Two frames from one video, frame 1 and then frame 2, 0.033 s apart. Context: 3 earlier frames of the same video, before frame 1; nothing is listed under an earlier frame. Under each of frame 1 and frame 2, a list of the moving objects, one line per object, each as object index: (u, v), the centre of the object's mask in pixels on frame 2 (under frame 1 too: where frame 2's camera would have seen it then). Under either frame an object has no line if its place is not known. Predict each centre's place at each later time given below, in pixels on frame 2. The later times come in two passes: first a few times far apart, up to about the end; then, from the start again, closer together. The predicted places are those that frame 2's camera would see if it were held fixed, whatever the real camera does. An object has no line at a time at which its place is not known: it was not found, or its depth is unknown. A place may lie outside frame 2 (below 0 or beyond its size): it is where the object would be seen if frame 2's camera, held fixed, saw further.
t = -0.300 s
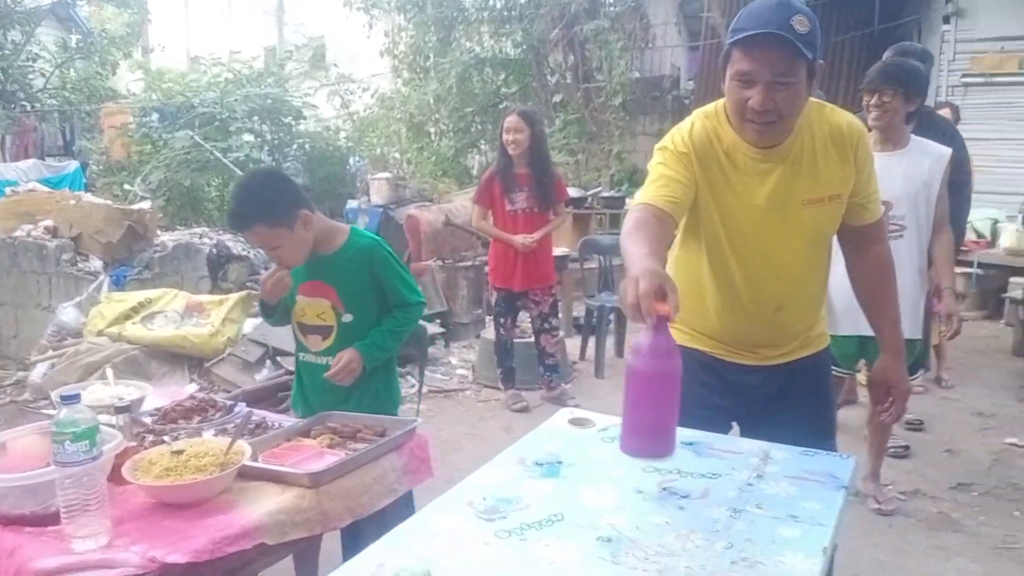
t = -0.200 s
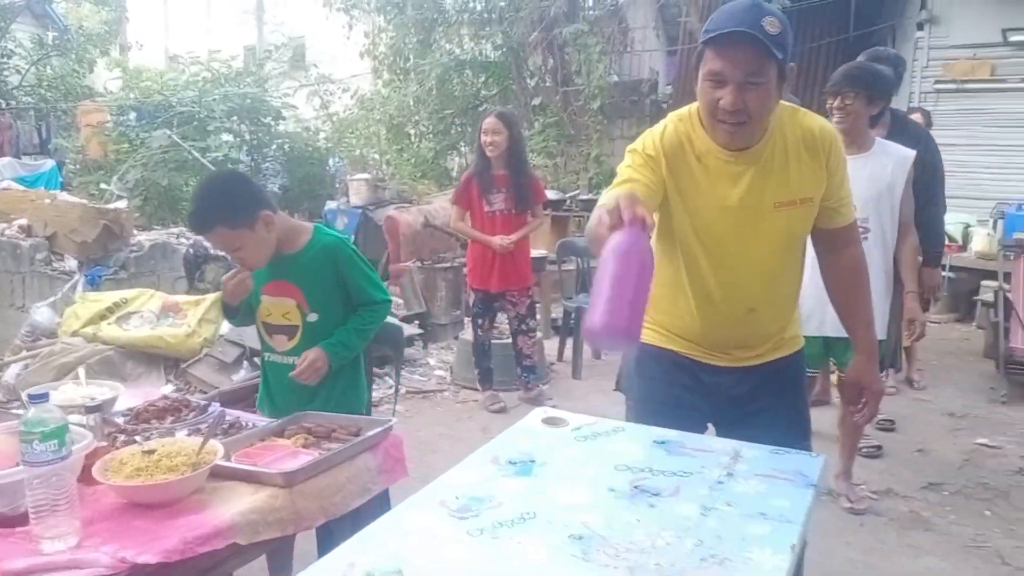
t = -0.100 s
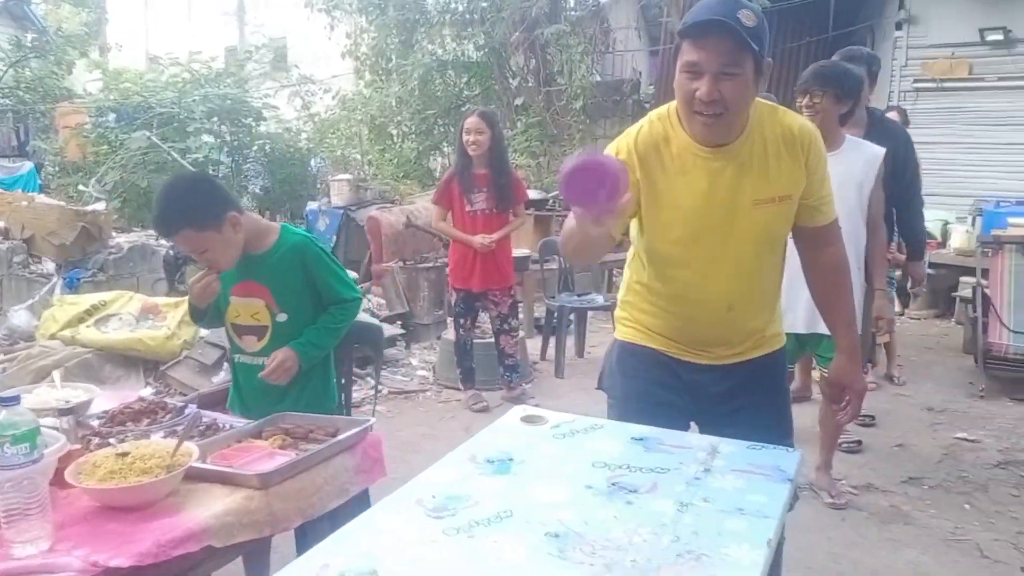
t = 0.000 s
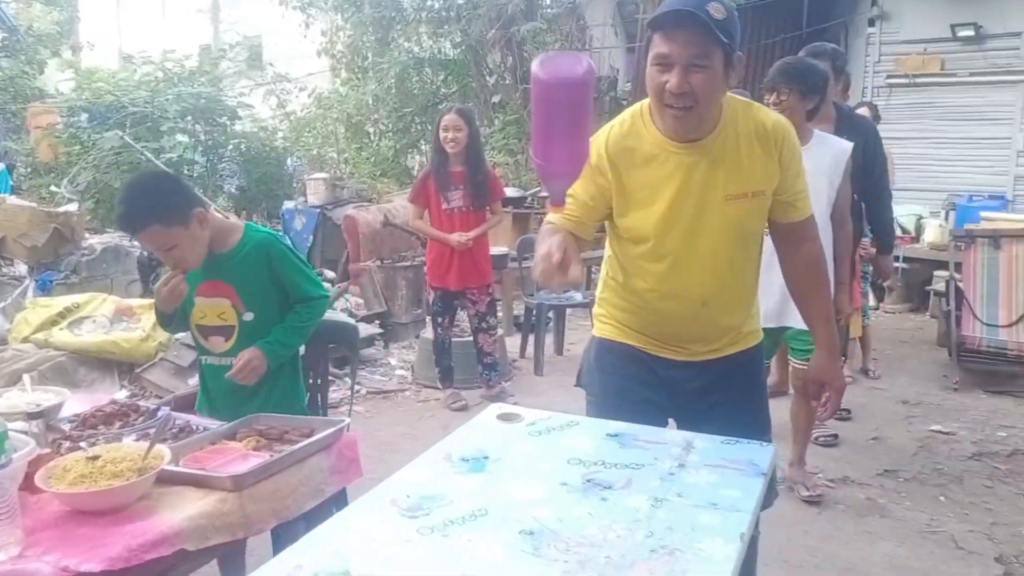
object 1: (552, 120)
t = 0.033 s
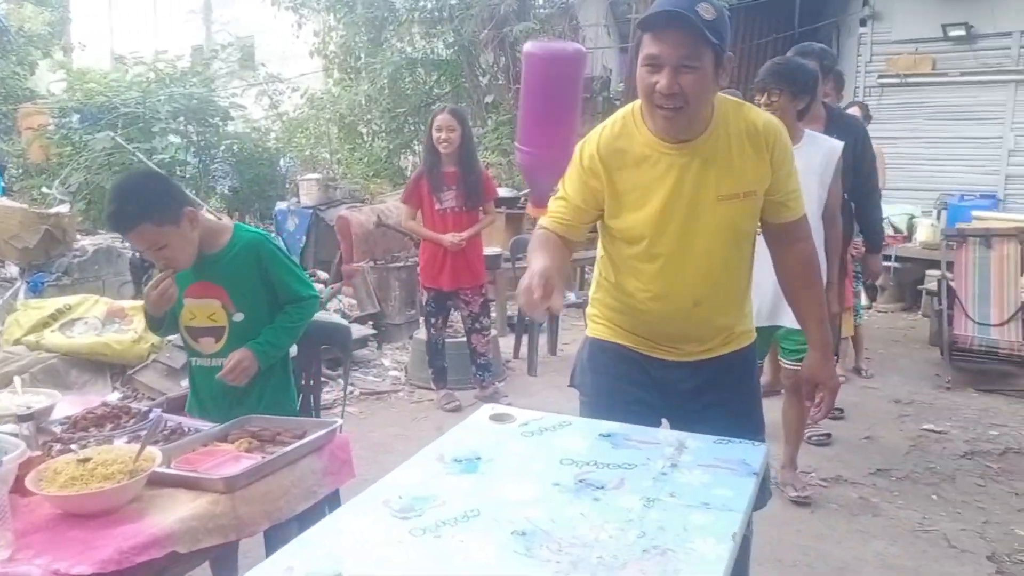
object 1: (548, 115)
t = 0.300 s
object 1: (527, 267)
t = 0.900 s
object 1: (528, 527)
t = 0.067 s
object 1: (543, 112)
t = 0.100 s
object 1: (538, 110)
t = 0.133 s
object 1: (534, 115)
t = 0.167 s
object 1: (531, 126)
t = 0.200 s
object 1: (529, 144)
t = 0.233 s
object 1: (532, 174)
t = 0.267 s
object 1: (529, 215)
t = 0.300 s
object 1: (527, 267)
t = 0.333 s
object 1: (527, 326)
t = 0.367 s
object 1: (527, 395)
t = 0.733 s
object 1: (529, 527)
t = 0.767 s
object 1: (529, 527)
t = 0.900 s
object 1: (528, 527)
